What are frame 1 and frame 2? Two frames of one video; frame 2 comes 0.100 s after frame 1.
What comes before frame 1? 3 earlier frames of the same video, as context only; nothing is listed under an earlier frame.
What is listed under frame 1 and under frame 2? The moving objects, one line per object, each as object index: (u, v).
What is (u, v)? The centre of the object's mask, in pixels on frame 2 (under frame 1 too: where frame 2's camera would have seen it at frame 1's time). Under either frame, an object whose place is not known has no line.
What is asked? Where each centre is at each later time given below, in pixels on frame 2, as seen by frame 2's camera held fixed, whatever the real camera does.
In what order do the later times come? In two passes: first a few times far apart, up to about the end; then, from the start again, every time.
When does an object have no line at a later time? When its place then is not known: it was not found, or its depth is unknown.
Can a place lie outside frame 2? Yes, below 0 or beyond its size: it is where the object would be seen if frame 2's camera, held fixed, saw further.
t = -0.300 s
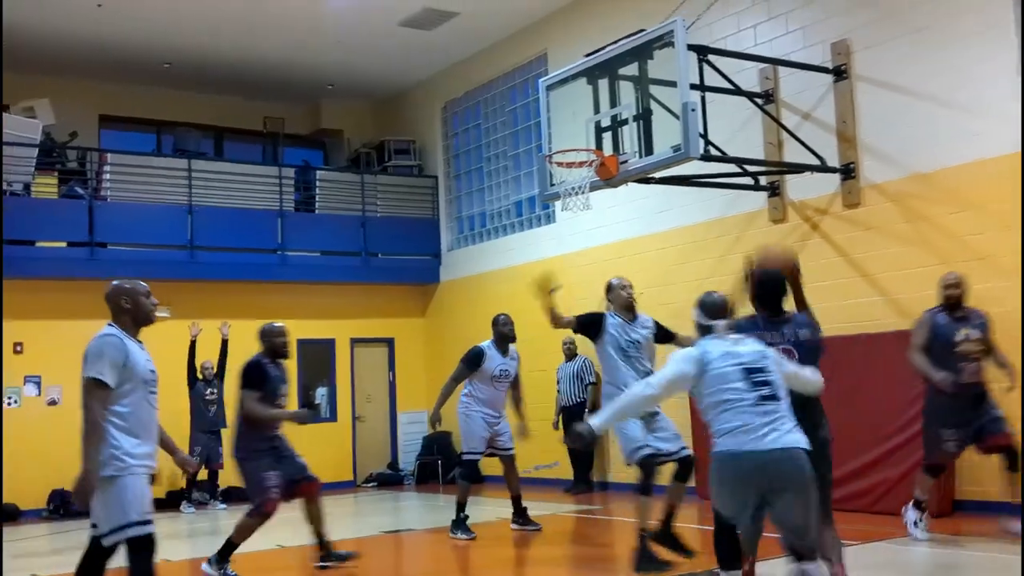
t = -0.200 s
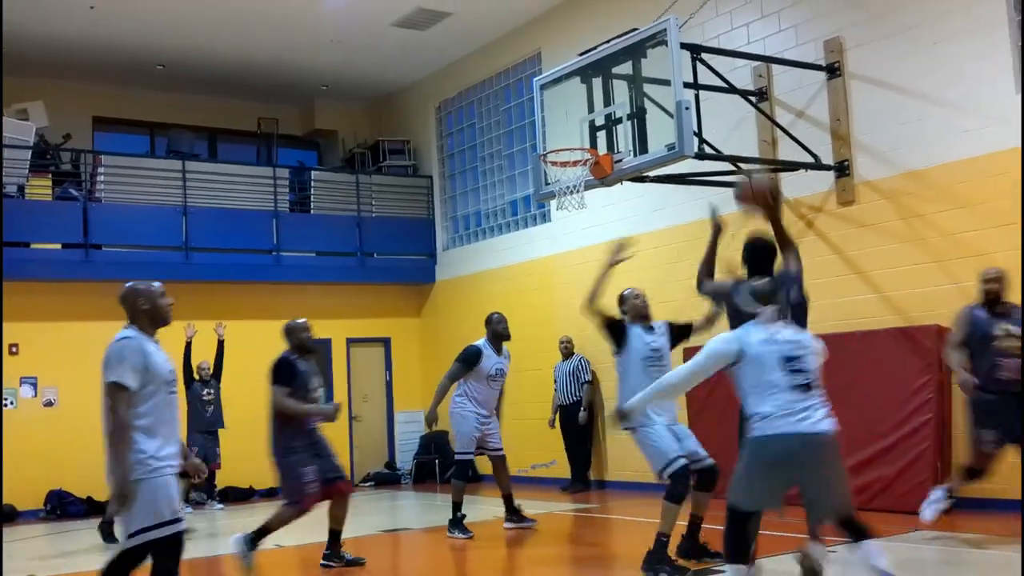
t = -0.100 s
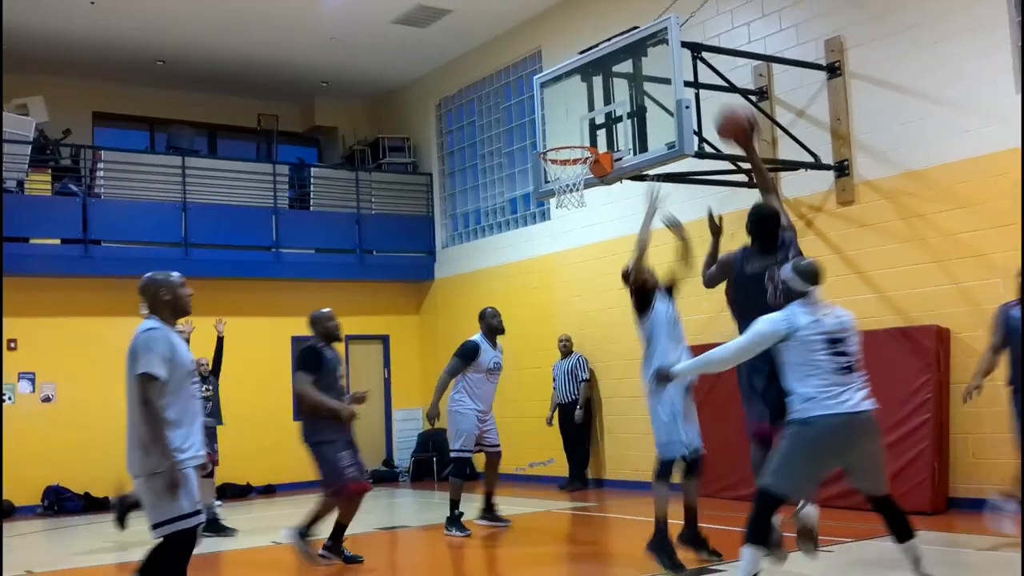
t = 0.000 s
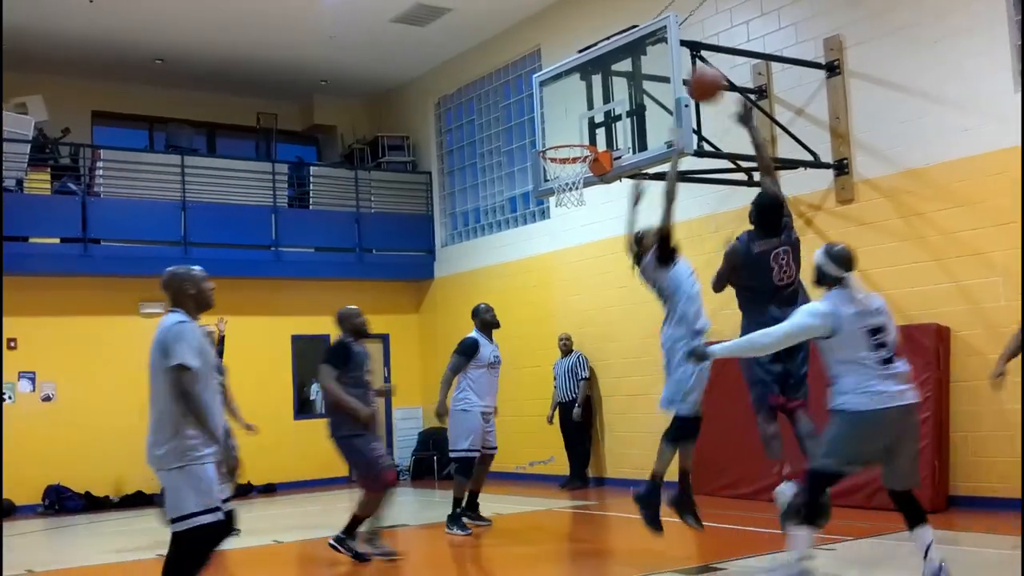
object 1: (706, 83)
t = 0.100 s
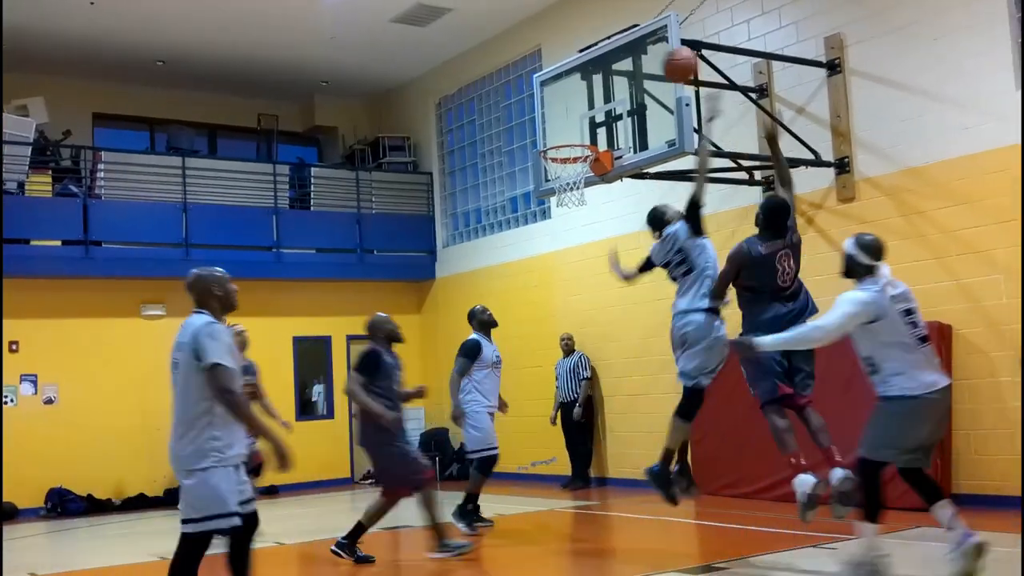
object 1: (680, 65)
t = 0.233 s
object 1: (651, 65)
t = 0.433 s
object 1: (617, 105)
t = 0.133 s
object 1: (672, 61)
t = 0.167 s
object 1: (665, 61)
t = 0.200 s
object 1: (658, 61)
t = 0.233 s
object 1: (651, 65)
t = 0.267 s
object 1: (645, 68)
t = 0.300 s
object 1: (639, 74)
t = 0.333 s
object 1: (634, 80)
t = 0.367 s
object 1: (628, 87)
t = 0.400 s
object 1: (623, 95)
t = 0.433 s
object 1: (617, 105)
